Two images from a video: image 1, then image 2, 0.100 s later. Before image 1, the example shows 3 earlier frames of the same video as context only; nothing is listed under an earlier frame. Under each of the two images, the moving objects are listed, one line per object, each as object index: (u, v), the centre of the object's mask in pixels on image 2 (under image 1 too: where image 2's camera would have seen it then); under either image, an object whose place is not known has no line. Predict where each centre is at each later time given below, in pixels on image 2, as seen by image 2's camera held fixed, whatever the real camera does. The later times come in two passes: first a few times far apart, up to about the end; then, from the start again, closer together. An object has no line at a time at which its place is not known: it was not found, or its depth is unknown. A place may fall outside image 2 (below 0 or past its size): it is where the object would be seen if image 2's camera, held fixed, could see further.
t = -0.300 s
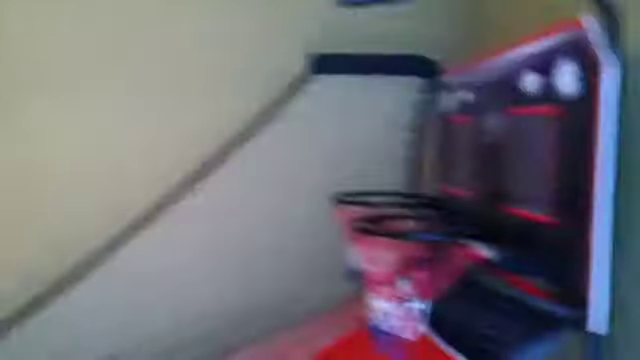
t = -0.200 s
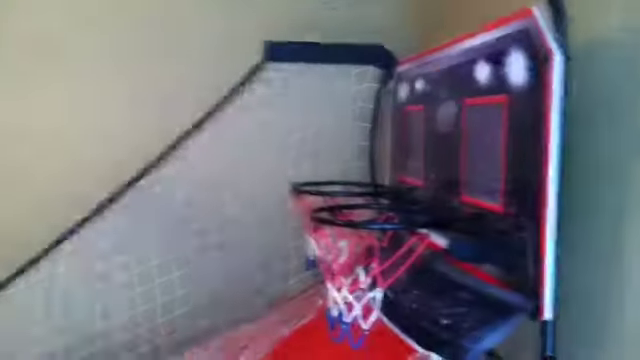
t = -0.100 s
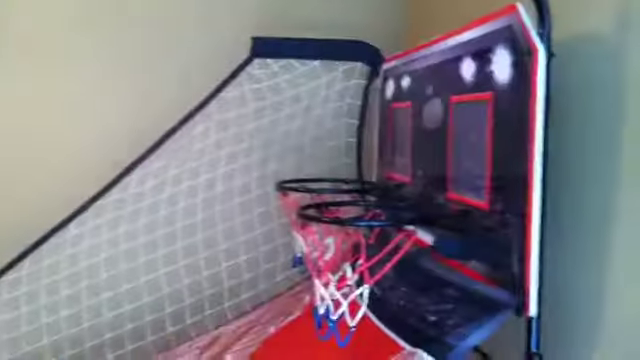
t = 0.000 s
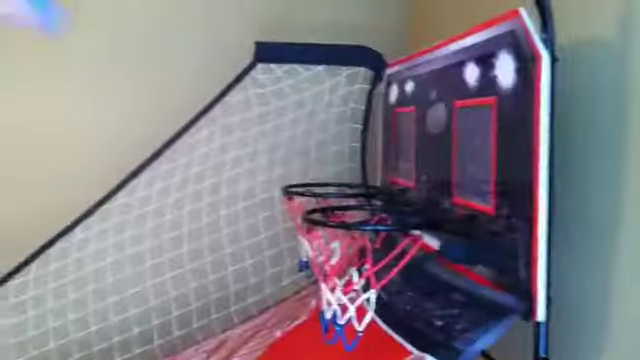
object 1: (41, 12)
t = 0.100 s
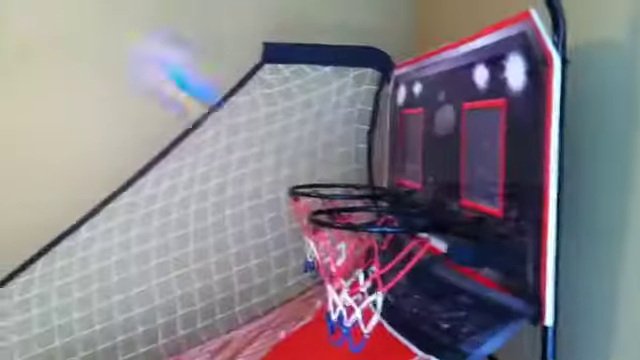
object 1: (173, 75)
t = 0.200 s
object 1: (286, 161)
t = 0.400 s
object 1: (323, 104)
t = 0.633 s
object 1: (354, 151)
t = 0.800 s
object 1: (367, 165)
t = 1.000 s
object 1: (331, 179)
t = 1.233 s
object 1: (307, 219)
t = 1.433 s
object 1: (307, 265)
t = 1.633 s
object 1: (304, 317)
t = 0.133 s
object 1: (217, 108)
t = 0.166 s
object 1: (257, 139)
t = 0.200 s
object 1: (286, 161)
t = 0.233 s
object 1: (296, 146)
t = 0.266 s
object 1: (301, 131)
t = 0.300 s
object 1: (307, 122)
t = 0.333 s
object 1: (312, 113)
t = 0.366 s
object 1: (319, 105)
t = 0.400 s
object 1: (323, 104)
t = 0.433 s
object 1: (329, 105)
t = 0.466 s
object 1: (337, 112)
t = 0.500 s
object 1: (340, 119)
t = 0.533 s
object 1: (343, 133)
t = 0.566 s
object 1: (346, 149)
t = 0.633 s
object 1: (354, 151)
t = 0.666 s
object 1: (358, 149)
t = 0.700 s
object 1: (360, 148)
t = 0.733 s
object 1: (363, 150)
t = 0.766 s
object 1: (366, 156)
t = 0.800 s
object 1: (367, 165)
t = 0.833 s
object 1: (363, 162)
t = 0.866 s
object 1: (358, 160)
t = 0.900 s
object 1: (350, 161)
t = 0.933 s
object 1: (344, 164)
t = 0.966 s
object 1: (338, 172)
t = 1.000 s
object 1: (331, 179)
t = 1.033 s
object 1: (328, 181)
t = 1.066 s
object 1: (322, 186)
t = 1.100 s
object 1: (319, 193)
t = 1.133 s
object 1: (314, 203)
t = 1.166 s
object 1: (311, 214)
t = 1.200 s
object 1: (308, 216)
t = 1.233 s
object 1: (307, 219)
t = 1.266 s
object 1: (314, 228)
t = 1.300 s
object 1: (316, 230)
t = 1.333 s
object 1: (315, 232)
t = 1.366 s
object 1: (322, 246)
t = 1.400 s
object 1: (318, 249)
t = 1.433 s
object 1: (307, 265)
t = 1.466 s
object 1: (307, 282)
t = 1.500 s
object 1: (308, 289)
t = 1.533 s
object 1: (309, 296)
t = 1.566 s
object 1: (310, 308)
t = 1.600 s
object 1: (311, 308)
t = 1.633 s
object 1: (304, 317)
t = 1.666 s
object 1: (303, 323)
